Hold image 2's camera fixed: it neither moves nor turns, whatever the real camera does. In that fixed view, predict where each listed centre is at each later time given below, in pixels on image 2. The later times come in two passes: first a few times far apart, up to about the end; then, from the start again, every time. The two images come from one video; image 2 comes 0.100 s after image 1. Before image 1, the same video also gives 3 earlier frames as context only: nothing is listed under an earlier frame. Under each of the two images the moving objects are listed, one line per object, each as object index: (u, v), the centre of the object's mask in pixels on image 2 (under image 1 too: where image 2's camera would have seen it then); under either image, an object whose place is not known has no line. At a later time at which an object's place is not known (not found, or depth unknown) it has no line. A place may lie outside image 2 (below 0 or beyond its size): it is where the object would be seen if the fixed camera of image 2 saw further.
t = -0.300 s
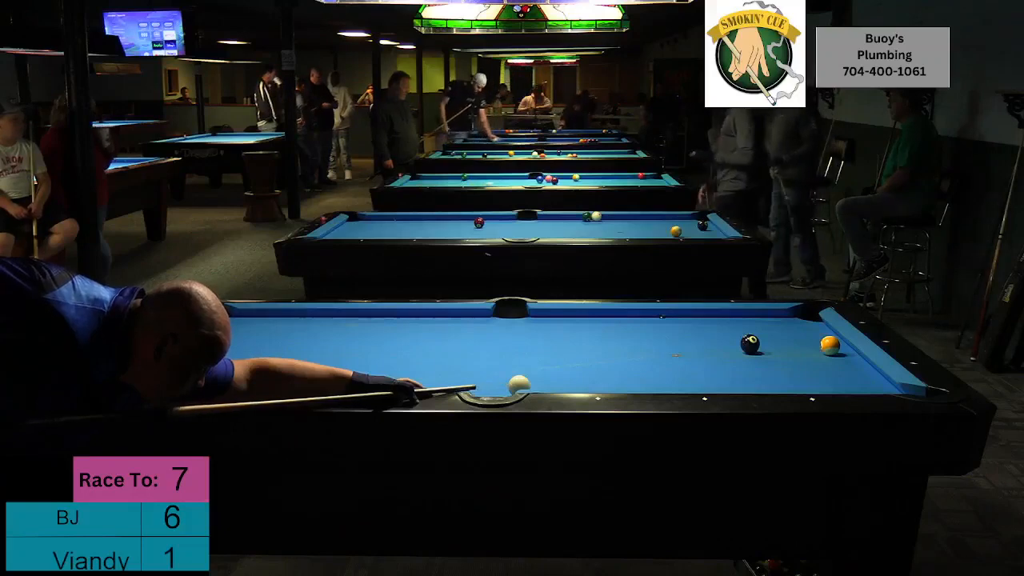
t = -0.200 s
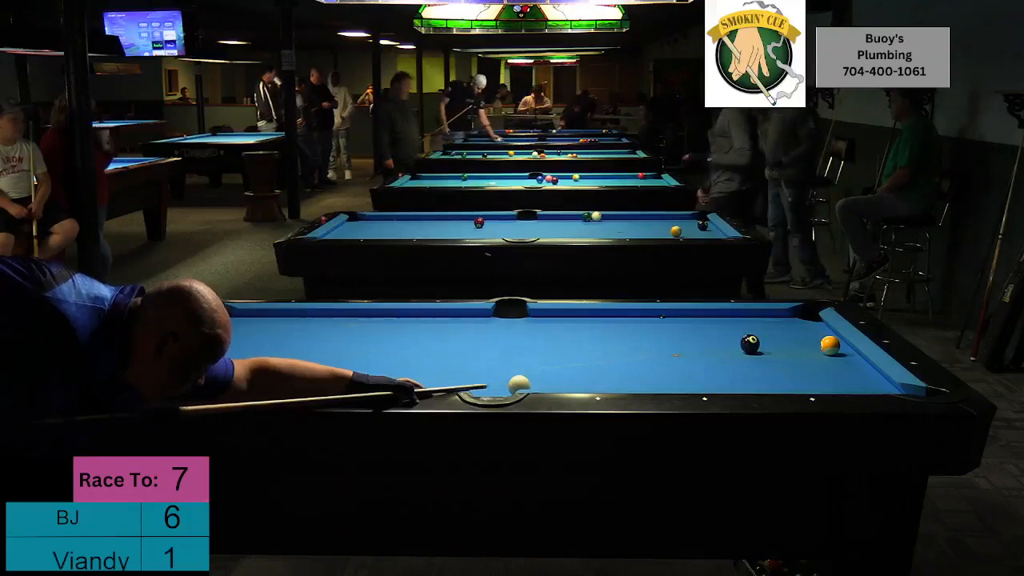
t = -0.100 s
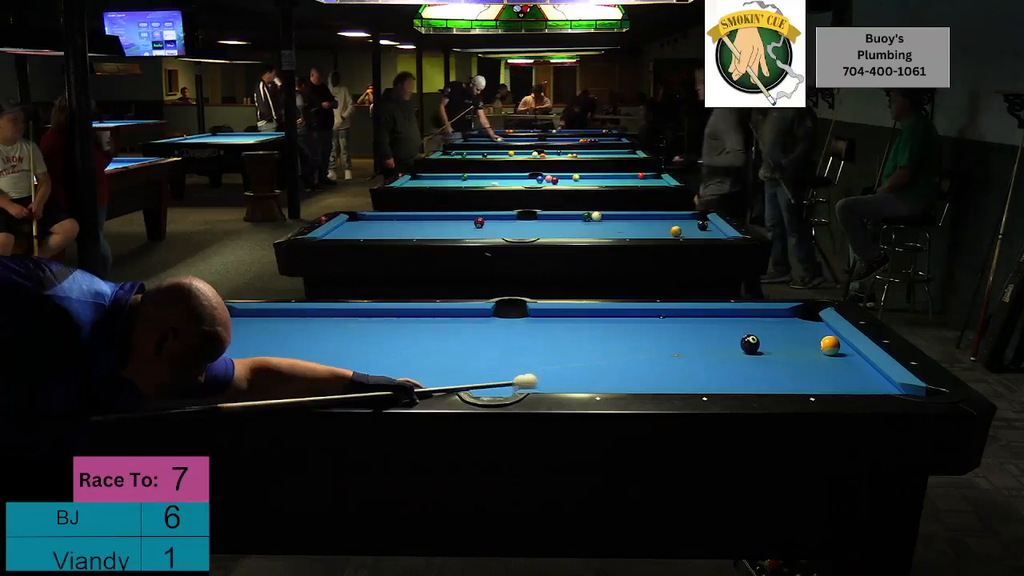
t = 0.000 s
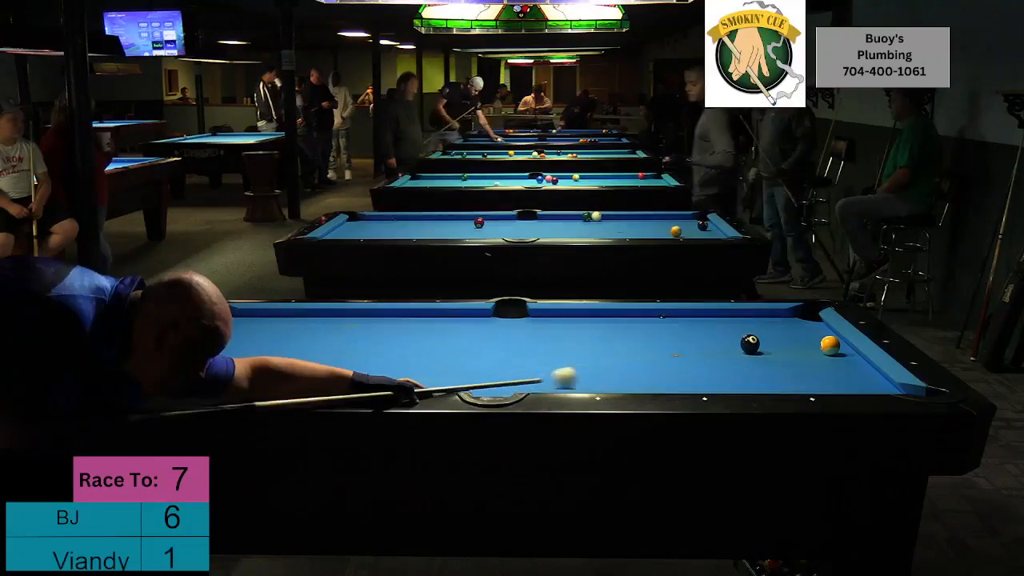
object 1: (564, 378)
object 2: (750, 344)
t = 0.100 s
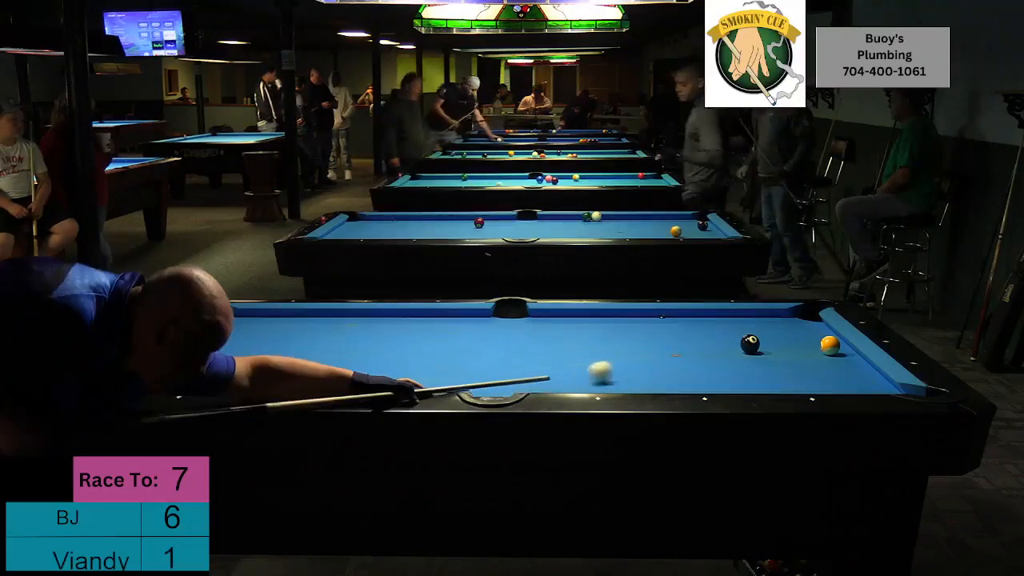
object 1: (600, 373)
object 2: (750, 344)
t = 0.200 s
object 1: (635, 367)
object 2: (750, 344)
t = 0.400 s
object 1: (699, 355)
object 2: (750, 344)
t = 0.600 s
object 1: (751, 349)
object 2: (758, 337)
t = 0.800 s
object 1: (787, 350)
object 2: (771, 333)
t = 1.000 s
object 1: (822, 350)
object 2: (784, 326)
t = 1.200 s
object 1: (844, 351)
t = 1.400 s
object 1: (825, 352)
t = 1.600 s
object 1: (807, 353)
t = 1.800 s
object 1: (790, 355)
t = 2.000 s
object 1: (774, 355)
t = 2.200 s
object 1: (759, 356)
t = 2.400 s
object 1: (746, 357)
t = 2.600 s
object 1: (733, 358)
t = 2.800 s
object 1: (722, 359)
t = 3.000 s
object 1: (712, 359)
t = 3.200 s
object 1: (703, 360)
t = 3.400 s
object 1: (695, 361)
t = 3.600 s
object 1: (689, 361)
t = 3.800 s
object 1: (684, 361)
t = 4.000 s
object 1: (679, 362)
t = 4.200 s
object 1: (676, 362)
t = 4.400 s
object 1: (675, 362)
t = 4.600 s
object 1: (675, 362)
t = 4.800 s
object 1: (675, 362)
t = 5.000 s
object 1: (675, 362)
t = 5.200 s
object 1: (675, 362)
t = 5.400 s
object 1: (675, 362)
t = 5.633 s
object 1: (675, 362)
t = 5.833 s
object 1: (675, 362)
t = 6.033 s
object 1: (675, 362)
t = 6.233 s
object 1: (675, 362)
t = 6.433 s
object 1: (675, 362)
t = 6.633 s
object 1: (675, 362)
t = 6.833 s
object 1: (675, 362)
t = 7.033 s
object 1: (675, 362)
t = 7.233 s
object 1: (675, 362)
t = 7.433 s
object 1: (675, 362)
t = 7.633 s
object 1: (675, 362)
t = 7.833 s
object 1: (675, 363)
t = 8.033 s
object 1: (675, 362)
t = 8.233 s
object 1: (675, 362)
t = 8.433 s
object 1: (675, 362)
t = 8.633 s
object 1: (675, 362)
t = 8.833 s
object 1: (675, 362)
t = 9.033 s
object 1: (675, 362)
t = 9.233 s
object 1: (675, 362)
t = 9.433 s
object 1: (675, 362)
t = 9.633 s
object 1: (675, 362)
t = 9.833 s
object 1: (675, 362)
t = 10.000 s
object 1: (675, 362)
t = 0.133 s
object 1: (612, 371)
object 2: (750, 344)
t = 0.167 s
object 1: (623, 369)
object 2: (750, 344)
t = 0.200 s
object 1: (635, 367)
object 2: (750, 344)
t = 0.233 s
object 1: (645, 365)
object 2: (750, 344)
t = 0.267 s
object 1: (657, 363)
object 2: (750, 344)
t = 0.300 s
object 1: (667, 360)
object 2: (750, 344)
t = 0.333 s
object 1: (678, 359)
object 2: (750, 344)
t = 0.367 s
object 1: (689, 357)
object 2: (750, 344)
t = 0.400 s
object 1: (699, 355)
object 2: (750, 344)
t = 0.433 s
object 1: (709, 353)
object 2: (750, 344)
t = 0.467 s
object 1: (718, 352)
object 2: (750, 344)
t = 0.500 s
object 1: (728, 350)
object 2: (750, 344)
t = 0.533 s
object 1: (737, 349)
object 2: (752, 343)
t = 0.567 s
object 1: (745, 348)
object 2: (755, 341)
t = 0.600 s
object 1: (751, 349)
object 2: (758, 337)
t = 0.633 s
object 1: (757, 349)
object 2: (759, 335)
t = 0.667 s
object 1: (763, 349)
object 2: (761, 334)
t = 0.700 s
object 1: (769, 349)
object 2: (763, 334)
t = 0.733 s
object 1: (775, 349)
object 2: (765, 334)
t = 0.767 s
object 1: (781, 349)
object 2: (768, 334)
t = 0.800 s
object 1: (787, 350)
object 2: (771, 333)
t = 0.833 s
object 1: (793, 350)
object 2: (773, 332)
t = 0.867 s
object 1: (799, 350)
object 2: (776, 330)
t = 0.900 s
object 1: (804, 350)
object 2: (778, 329)
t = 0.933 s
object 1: (810, 350)
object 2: (780, 328)
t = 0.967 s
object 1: (815, 350)
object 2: (782, 327)
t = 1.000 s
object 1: (822, 350)
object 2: (784, 326)
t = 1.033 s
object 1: (828, 351)
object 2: (787, 325)
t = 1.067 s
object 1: (834, 351)
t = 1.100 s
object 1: (839, 351)
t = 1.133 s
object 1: (845, 351)
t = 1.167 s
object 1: (847, 351)
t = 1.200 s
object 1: (844, 351)
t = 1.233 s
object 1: (840, 351)
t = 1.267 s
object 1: (837, 352)
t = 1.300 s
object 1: (834, 352)
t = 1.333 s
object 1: (831, 352)
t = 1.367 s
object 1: (828, 352)
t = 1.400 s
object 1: (825, 352)
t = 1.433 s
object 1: (823, 352)
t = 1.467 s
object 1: (818, 353)
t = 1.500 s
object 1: (815, 353)
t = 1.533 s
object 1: (811, 353)
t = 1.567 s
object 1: (809, 353)
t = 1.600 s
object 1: (807, 353)
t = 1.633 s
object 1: (804, 354)
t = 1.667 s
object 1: (801, 354)
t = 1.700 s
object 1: (798, 354)
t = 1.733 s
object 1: (795, 354)
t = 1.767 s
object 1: (793, 354)
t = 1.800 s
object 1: (790, 355)
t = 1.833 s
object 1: (787, 354)
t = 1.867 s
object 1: (784, 355)
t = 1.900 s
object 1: (782, 355)
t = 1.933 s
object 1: (779, 355)
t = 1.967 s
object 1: (777, 355)
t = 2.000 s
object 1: (774, 355)
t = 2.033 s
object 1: (772, 355)
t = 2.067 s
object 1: (769, 355)
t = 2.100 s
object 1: (766, 356)
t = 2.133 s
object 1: (764, 356)
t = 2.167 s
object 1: (762, 356)
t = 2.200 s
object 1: (759, 356)
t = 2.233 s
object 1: (757, 356)
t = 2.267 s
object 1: (755, 357)
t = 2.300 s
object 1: (753, 357)
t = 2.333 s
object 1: (750, 357)
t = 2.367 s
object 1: (747, 357)
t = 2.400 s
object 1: (746, 357)
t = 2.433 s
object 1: (744, 357)
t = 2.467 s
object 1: (742, 358)
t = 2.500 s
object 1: (740, 358)
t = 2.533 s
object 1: (737, 358)
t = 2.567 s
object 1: (735, 358)
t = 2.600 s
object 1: (733, 358)
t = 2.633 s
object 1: (732, 358)
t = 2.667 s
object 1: (729, 358)
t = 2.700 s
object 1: (728, 358)
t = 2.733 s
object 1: (725, 359)
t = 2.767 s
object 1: (724, 359)
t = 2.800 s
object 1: (722, 359)
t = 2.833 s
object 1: (720, 359)
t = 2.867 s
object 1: (718, 359)
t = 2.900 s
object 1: (717, 359)
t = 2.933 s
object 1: (715, 359)
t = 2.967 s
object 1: (714, 359)
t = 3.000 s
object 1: (712, 359)
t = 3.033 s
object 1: (710, 360)
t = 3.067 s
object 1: (709, 360)
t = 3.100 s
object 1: (707, 360)
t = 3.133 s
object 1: (706, 360)
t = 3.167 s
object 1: (705, 360)
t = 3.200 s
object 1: (703, 360)
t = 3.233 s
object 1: (702, 360)
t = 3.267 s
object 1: (700, 360)
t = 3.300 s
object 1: (699, 360)
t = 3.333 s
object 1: (698, 360)
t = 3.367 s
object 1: (697, 360)
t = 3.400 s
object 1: (695, 361)
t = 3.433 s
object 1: (694, 361)
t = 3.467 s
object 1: (693, 361)
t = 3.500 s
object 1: (692, 361)
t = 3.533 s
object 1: (691, 361)
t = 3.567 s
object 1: (690, 361)
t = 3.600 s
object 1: (689, 361)
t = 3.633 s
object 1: (688, 361)
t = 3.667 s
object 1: (687, 361)
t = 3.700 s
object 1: (686, 361)
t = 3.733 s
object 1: (685, 361)
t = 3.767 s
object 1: (684, 361)
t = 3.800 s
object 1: (684, 361)
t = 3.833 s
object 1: (683, 361)
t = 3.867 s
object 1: (682, 362)
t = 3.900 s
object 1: (681, 362)
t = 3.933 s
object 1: (681, 362)
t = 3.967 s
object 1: (680, 362)
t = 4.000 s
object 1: (679, 362)
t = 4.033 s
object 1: (679, 362)
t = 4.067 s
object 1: (679, 361)
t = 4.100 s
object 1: (678, 362)
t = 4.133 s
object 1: (677, 362)
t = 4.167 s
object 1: (677, 362)
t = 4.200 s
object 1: (676, 362)
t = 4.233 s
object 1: (676, 362)
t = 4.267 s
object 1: (676, 362)
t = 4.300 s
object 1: (676, 362)
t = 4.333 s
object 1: (676, 362)
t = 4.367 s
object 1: (675, 362)
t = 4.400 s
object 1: (675, 362)
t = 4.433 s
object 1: (675, 362)
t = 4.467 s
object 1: (675, 362)
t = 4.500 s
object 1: (675, 362)
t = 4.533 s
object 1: (675, 362)
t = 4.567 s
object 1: (675, 362)
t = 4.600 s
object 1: (675, 362)
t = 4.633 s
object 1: (675, 362)
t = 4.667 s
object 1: (675, 362)
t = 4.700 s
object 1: (675, 362)
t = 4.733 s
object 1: (675, 362)
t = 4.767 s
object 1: (675, 362)
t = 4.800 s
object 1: (675, 362)
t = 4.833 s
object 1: (675, 362)
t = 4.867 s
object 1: (675, 362)
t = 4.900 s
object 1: (675, 362)
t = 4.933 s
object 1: (675, 362)
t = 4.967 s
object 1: (675, 362)
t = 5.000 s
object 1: (675, 362)
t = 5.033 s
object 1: (675, 362)
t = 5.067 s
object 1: (675, 362)
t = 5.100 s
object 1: (675, 362)
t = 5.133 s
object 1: (675, 362)
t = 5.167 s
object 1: (675, 362)
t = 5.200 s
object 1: (675, 362)
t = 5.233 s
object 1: (675, 362)
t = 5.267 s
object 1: (675, 362)
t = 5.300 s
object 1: (675, 362)
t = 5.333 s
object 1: (675, 362)
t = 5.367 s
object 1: (675, 362)
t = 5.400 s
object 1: (675, 362)
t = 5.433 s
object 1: (675, 362)
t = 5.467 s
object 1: (675, 362)
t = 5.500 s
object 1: (675, 362)
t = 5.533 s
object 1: (675, 362)
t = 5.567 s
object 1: (675, 362)
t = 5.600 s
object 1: (675, 362)
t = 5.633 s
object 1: (675, 362)
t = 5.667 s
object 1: (675, 362)
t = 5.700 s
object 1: (675, 362)
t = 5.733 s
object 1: (675, 362)
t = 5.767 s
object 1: (675, 362)
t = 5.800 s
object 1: (675, 362)
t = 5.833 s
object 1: (675, 362)
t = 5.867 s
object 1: (675, 362)
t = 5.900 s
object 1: (675, 362)
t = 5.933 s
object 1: (675, 362)
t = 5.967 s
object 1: (675, 362)
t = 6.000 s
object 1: (675, 362)
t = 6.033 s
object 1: (675, 362)
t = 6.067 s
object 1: (675, 362)
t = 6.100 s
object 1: (675, 362)
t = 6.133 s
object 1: (675, 362)
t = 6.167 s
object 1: (675, 362)
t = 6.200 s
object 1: (675, 362)
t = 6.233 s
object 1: (675, 362)
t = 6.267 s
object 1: (675, 362)
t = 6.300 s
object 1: (675, 362)
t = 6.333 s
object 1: (675, 362)
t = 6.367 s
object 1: (675, 362)
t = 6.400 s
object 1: (675, 362)
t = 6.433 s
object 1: (675, 362)
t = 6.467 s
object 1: (675, 362)
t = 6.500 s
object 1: (675, 362)
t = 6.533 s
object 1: (675, 362)
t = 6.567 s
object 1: (675, 362)
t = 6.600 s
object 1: (675, 362)
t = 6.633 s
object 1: (675, 362)
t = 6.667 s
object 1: (675, 362)
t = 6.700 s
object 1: (675, 362)
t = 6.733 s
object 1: (675, 362)
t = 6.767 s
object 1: (675, 362)
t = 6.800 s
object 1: (675, 362)
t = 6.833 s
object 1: (675, 362)
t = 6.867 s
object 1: (675, 362)
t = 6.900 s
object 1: (675, 362)
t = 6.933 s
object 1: (675, 362)
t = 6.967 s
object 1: (675, 362)
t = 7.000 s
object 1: (675, 362)
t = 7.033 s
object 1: (675, 362)
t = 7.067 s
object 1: (675, 363)
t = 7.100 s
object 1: (675, 363)
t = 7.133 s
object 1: (675, 363)
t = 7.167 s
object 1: (675, 363)
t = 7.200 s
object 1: (675, 363)
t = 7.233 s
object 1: (675, 362)
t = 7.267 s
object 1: (675, 363)
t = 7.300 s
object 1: (675, 362)
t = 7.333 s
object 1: (675, 362)
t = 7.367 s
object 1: (675, 362)
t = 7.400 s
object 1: (675, 362)
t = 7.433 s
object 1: (675, 362)
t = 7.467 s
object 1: (675, 362)
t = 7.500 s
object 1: (675, 362)
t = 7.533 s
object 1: (675, 362)
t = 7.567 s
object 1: (675, 362)
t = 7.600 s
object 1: (675, 362)
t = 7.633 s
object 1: (675, 362)
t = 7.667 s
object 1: (675, 362)
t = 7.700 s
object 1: (675, 362)
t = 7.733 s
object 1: (675, 362)
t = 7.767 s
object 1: (675, 362)
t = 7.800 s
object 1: (675, 362)
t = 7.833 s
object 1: (675, 363)
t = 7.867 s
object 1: (675, 362)
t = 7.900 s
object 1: (675, 362)
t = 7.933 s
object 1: (675, 362)
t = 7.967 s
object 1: (675, 363)
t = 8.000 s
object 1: (675, 362)
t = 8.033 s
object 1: (675, 362)
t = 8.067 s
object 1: (675, 362)
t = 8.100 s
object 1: (675, 362)
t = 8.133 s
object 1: (675, 362)
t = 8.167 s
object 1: (675, 362)
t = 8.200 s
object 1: (675, 362)
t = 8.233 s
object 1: (675, 362)
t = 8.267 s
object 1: (675, 363)
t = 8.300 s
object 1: (675, 362)
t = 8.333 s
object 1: (675, 362)
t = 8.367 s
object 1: (675, 362)
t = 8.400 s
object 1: (675, 362)
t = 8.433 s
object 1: (675, 362)
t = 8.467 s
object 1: (675, 362)
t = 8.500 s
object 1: (675, 362)
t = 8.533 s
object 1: (675, 362)
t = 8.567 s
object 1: (675, 362)
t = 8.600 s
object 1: (675, 362)
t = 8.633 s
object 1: (675, 362)
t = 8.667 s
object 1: (675, 362)
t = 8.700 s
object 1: (675, 362)
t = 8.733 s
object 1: (675, 362)
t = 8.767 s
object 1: (675, 362)
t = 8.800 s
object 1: (675, 362)
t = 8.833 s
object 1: (675, 362)
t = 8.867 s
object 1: (675, 362)
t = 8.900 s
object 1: (675, 362)
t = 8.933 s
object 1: (675, 362)
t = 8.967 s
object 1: (675, 362)
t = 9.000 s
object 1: (675, 362)
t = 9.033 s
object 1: (675, 362)
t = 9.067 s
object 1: (675, 362)
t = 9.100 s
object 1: (675, 362)
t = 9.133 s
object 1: (675, 362)
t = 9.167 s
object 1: (675, 362)
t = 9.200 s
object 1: (675, 362)
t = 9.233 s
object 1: (675, 362)
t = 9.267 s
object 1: (675, 362)
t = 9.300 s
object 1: (675, 362)
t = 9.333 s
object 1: (675, 362)
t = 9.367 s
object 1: (675, 362)
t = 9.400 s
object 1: (675, 362)
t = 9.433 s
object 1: (675, 362)
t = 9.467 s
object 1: (675, 362)
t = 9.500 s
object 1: (675, 362)
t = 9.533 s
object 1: (675, 362)
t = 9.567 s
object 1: (675, 362)
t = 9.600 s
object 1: (675, 362)
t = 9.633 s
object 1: (675, 362)
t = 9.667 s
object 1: (675, 362)
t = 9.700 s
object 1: (675, 362)
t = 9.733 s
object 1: (675, 362)
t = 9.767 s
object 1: (675, 362)
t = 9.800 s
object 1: (675, 362)
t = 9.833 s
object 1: (675, 362)
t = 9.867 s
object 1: (675, 362)
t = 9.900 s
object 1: (675, 362)
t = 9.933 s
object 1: (675, 362)
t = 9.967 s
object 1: (675, 362)
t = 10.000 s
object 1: (675, 362)
